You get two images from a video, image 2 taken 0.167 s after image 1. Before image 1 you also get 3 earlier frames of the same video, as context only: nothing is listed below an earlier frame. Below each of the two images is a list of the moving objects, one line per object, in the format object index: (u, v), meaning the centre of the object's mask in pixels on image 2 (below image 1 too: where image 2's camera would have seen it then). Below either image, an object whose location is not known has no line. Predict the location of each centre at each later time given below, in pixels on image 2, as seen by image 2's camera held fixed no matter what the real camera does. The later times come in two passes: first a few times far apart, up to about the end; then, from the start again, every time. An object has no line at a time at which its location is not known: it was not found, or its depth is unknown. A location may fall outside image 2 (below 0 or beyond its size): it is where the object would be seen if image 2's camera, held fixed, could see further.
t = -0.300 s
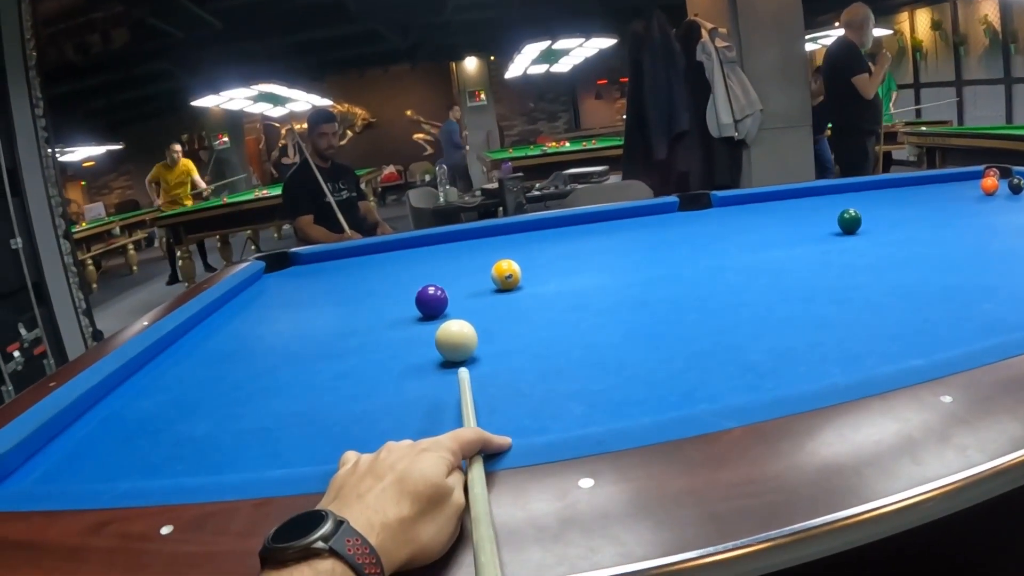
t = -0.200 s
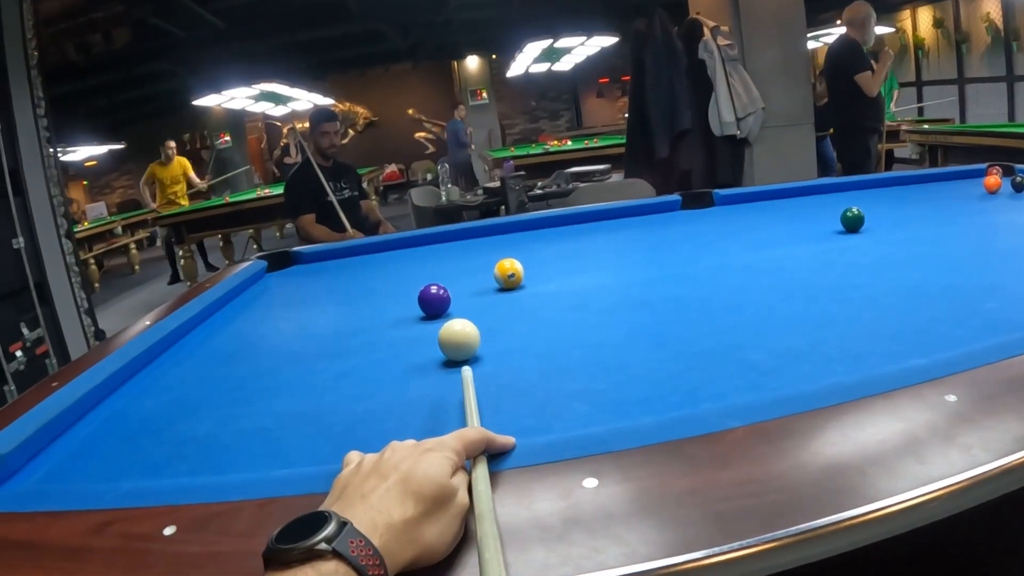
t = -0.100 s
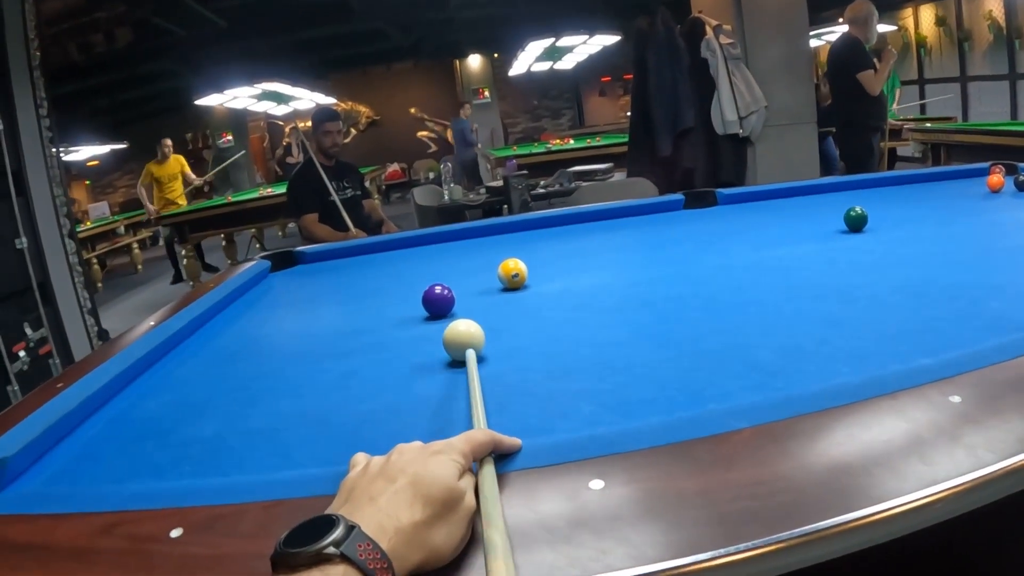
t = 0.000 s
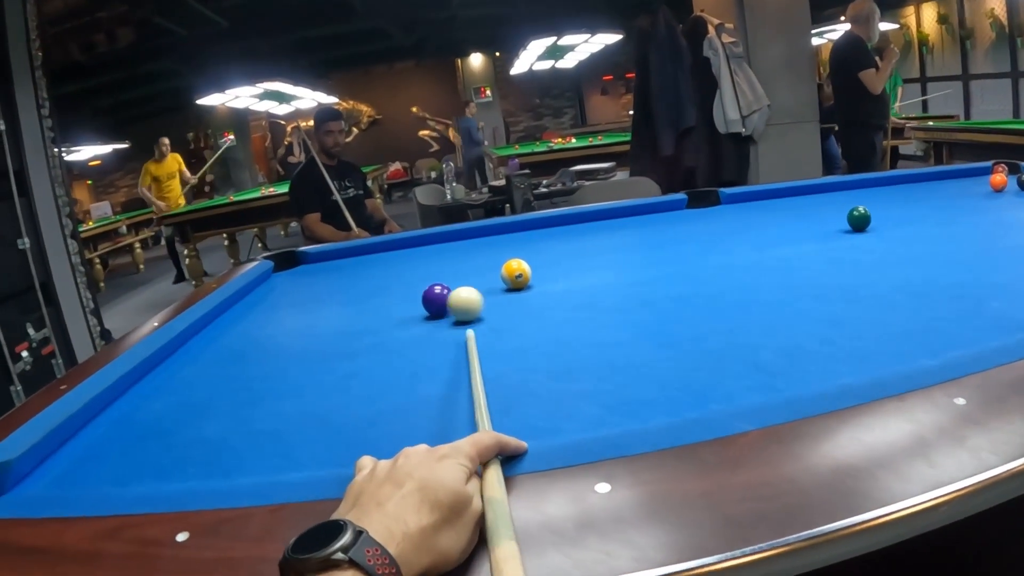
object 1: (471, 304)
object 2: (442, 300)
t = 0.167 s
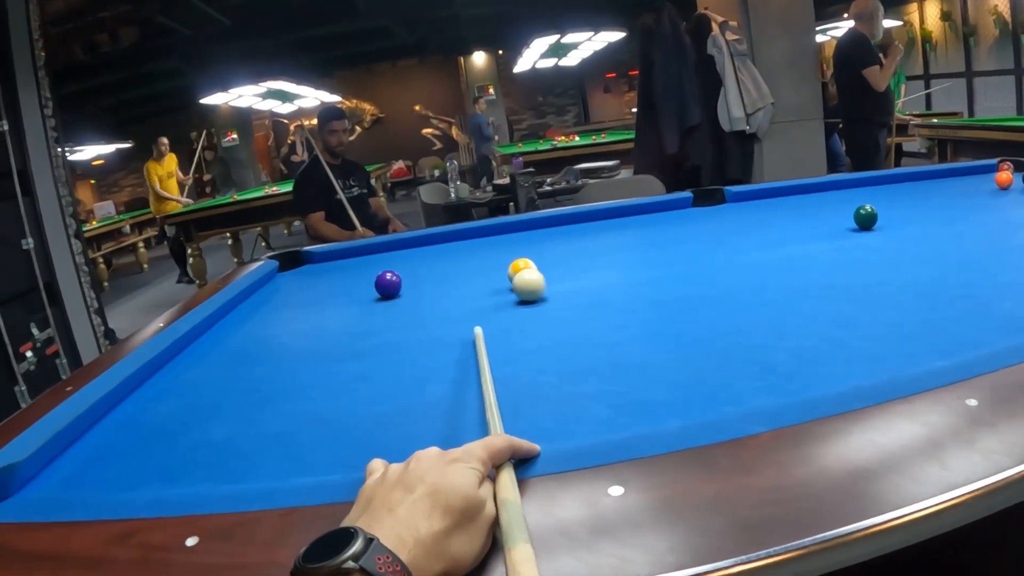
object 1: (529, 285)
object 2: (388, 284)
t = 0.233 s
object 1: (548, 279)
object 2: (373, 280)
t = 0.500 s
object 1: (612, 261)
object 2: (325, 267)
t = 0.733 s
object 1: (657, 246)
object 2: (296, 258)
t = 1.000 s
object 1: (698, 233)
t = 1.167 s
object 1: (717, 225)
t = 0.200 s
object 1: (539, 282)
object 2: (381, 282)
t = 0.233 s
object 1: (548, 279)
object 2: (373, 280)
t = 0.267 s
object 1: (557, 277)
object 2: (366, 278)
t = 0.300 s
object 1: (566, 274)
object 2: (360, 277)
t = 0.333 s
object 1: (575, 272)
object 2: (353, 275)
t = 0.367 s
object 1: (583, 270)
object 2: (347, 273)
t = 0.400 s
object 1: (590, 268)
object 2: (341, 272)
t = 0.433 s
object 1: (598, 265)
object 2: (335, 270)
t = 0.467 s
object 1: (605, 263)
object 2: (330, 268)
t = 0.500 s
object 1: (612, 261)
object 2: (325, 267)
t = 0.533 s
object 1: (619, 259)
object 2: (320, 265)
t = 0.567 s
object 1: (626, 256)
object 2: (316, 264)
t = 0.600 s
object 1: (632, 254)
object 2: (311, 263)
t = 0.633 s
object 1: (639, 252)
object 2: (307, 261)
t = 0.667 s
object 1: (645, 250)
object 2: (303, 261)
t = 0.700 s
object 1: (651, 248)
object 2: (299, 259)
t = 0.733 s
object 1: (657, 246)
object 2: (296, 258)
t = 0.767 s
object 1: (662, 244)
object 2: (292, 260)
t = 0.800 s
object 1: (668, 242)
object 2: (287, 266)
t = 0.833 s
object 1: (673, 241)
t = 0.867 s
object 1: (679, 239)
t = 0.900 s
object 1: (684, 237)
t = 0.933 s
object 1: (689, 236)
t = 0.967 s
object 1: (694, 234)
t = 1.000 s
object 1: (698, 233)
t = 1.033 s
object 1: (702, 231)
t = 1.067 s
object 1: (706, 230)
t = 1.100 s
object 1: (710, 228)
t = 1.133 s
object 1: (713, 226)
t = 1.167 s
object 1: (717, 225)
